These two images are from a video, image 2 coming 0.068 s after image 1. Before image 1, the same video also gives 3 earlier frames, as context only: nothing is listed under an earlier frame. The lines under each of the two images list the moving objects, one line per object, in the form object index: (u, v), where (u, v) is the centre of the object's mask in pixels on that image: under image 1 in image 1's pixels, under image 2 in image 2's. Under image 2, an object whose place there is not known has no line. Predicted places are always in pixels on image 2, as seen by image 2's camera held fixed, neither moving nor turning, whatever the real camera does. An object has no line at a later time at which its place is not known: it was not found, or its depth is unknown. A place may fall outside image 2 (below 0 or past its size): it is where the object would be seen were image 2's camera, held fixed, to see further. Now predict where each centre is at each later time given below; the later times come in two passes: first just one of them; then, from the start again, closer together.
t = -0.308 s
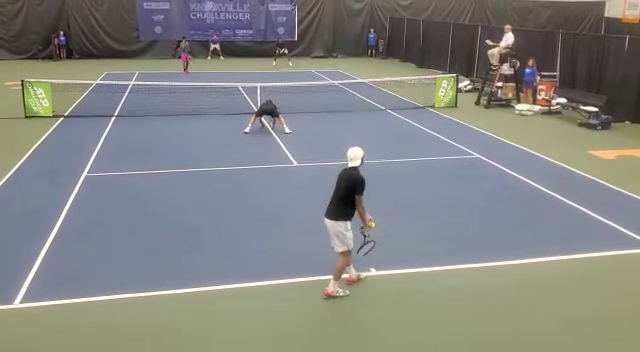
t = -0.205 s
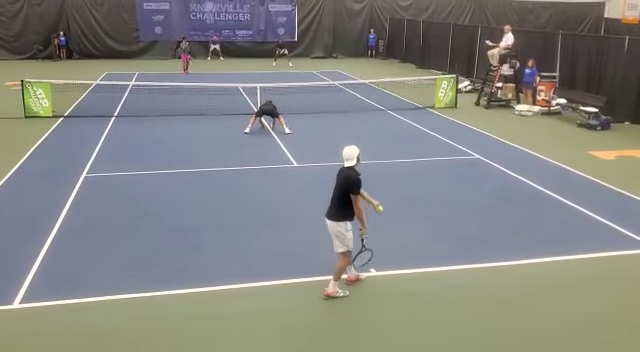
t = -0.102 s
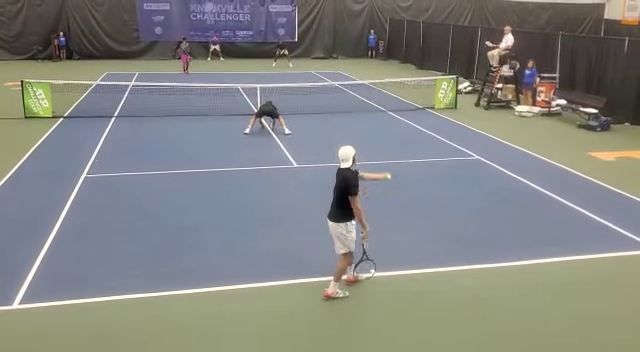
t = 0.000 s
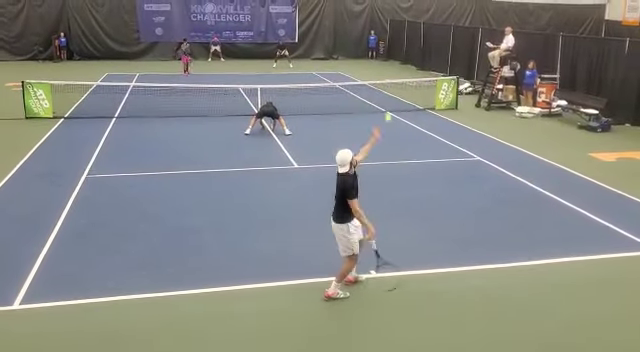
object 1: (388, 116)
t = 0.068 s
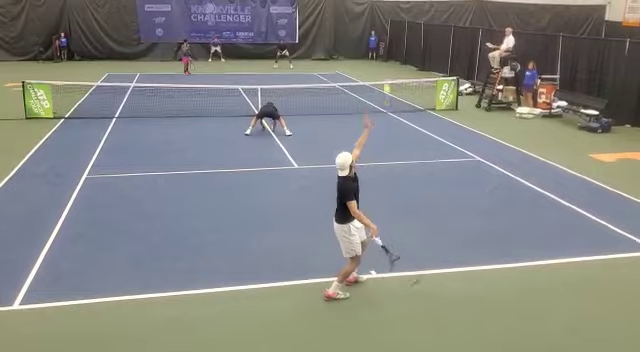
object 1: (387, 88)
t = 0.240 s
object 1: (382, 30)
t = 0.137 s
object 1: (385, 64)
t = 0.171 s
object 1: (383, 50)
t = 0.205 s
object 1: (383, 41)
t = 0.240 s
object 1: (382, 30)
